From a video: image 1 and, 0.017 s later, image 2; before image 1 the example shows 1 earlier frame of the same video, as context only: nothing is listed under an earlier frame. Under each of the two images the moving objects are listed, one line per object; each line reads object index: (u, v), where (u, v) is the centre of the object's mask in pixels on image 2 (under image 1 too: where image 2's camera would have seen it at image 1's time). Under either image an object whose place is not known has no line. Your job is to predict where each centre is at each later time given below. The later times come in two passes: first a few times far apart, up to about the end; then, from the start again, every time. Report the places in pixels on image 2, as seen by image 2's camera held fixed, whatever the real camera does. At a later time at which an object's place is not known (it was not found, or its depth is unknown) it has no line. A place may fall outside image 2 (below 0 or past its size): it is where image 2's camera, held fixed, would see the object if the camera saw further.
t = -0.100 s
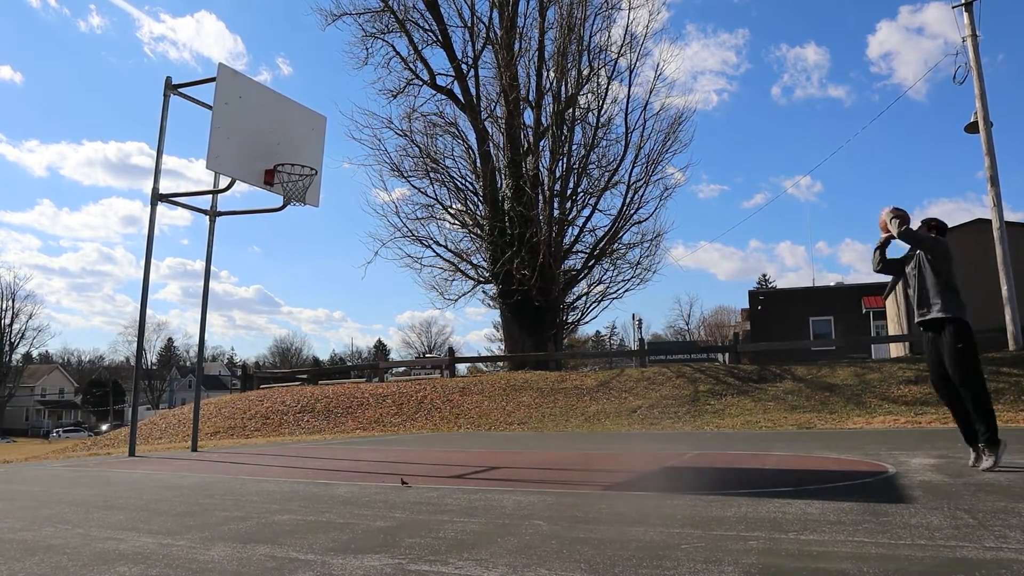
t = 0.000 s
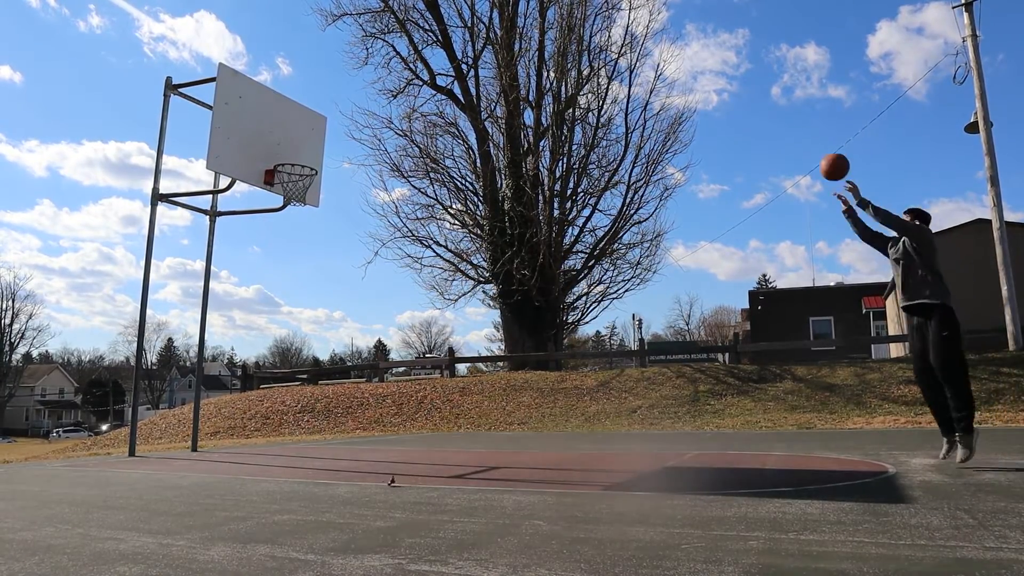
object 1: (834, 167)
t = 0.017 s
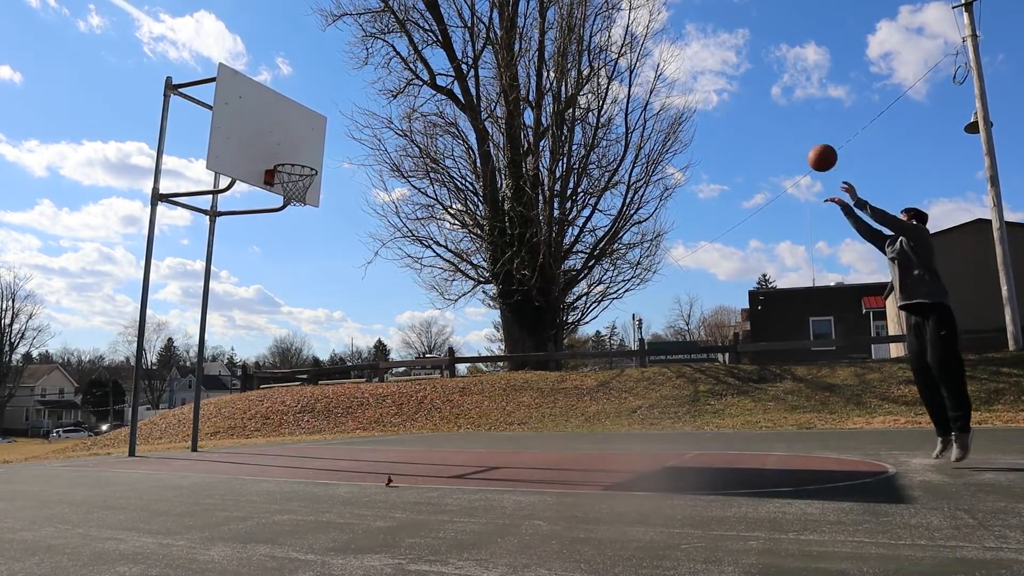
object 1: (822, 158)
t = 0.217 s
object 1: (691, 77)
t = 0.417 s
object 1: (579, 43)
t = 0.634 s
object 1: (475, 49)
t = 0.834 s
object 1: (387, 90)
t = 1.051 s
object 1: (300, 167)
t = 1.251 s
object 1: (288, 179)
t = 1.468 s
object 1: (299, 199)
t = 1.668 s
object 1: (296, 242)
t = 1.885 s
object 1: (290, 329)
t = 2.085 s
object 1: (283, 448)
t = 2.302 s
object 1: (282, 359)
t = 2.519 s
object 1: (280, 315)
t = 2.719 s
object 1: (275, 314)
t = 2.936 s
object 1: (268, 355)
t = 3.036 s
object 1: (263, 389)
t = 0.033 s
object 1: (810, 149)
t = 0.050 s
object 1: (799, 140)
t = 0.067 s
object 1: (787, 132)
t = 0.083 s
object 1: (775, 124)
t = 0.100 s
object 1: (764, 117)
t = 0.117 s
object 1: (753, 110)
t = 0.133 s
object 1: (743, 104)
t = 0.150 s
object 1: (732, 98)
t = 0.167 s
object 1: (722, 92)
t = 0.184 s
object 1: (711, 86)
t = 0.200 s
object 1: (701, 81)
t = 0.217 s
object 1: (691, 77)
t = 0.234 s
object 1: (681, 72)
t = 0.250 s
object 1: (671, 68)
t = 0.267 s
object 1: (661, 64)
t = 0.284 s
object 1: (652, 60)
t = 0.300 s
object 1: (642, 57)
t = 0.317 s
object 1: (632, 54)
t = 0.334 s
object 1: (624, 52)
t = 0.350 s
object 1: (615, 49)
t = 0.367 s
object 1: (606, 47)
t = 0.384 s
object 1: (597, 46)
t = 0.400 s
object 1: (587, 44)
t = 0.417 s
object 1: (579, 43)
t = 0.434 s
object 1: (570, 41)
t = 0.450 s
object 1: (562, 41)
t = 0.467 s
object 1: (553, 40)
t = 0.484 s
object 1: (545, 40)
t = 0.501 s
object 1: (537, 40)
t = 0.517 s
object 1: (530, 41)
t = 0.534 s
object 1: (521, 41)
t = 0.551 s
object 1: (513, 41)
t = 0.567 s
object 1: (506, 43)
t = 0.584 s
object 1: (498, 45)
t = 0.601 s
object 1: (489, 46)
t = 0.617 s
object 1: (483, 47)
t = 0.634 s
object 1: (475, 49)
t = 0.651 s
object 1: (467, 52)
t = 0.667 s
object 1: (459, 54)
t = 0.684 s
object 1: (452, 56)
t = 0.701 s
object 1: (445, 59)
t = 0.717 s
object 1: (437, 63)
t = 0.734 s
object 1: (430, 66)
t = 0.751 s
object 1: (423, 70)
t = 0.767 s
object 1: (415, 73)
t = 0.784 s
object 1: (408, 76)
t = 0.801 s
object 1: (401, 81)
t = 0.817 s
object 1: (394, 85)
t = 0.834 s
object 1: (387, 90)
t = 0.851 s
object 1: (380, 94)
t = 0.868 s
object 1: (373, 99)
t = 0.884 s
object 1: (366, 104)
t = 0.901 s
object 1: (360, 110)
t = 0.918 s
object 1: (353, 115)
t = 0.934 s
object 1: (346, 121)
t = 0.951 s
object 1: (339, 127)
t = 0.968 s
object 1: (332, 133)
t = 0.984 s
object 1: (326, 140)
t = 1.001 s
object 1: (319, 146)
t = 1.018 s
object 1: (313, 153)
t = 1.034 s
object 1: (306, 160)
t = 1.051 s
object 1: (300, 167)
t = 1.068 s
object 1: (293, 174)
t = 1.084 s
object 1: (287, 182)
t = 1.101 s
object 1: (282, 185)
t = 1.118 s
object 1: (280, 183)
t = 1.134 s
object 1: (281, 183)
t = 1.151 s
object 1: (281, 181)
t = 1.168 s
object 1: (282, 180)
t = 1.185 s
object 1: (284, 179)
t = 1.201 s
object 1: (285, 179)
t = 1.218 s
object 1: (286, 179)
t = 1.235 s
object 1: (287, 178)
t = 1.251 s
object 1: (288, 179)
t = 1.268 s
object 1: (289, 179)
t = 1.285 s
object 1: (290, 180)
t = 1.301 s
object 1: (292, 181)
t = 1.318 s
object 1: (292, 182)
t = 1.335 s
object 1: (294, 184)
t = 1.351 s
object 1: (295, 185)
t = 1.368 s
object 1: (296, 187)
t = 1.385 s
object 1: (296, 189)
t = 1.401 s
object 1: (297, 191)
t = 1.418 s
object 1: (298, 193)
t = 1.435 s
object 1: (298, 195)
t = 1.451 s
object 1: (299, 197)
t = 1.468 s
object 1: (299, 199)
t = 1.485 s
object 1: (299, 202)
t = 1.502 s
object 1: (299, 207)
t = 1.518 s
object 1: (299, 208)
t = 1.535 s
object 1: (298, 210)
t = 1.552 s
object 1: (298, 213)
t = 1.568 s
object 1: (298, 216)
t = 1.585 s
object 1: (298, 220)
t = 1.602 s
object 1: (297, 224)
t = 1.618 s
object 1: (297, 228)
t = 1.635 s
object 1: (296, 232)
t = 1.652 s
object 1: (296, 237)
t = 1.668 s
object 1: (296, 242)
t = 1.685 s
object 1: (295, 247)
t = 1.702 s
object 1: (295, 252)
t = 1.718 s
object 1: (295, 258)
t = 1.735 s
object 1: (294, 264)
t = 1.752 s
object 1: (294, 270)
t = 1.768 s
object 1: (293, 276)
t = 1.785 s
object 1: (293, 283)
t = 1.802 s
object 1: (292, 290)
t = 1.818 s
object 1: (292, 297)
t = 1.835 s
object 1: (291, 305)
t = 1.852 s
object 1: (291, 313)
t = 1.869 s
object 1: (290, 321)
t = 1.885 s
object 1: (290, 329)
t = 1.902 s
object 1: (289, 338)
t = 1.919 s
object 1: (289, 347)
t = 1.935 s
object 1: (288, 357)
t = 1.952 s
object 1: (287, 365)
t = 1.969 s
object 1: (286, 376)
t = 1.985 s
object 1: (286, 386)
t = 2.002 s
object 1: (285, 397)
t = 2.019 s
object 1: (285, 408)
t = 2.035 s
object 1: (284, 419)
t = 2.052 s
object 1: (284, 431)
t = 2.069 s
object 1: (283, 443)
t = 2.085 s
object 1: (283, 448)
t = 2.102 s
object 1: (283, 440)
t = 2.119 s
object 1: (283, 431)
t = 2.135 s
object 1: (283, 424)
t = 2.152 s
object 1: (283, 416)
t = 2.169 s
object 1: (283, 408)
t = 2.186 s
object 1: (283, 401)
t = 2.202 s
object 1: (283, 395)
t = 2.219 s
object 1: (283, 388)
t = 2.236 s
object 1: (283, 382)
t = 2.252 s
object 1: (282, 376)
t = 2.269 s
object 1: (282, 370)
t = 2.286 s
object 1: (282, 366)
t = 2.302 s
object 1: (282, 359)
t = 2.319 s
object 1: (283, 354)
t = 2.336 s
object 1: (283, 350)
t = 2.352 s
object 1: (282, 345)
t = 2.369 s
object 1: (282, 341)
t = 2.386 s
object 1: (282, 337)
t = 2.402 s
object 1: (281, 333)
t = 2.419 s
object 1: (281, 330)
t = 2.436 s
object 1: (281, 327)
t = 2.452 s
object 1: (281, 324)
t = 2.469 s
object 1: (281, 321)
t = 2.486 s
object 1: (280, 319)
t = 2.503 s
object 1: (280, 317)
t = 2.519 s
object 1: (280, 315)
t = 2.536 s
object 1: (279, 314)
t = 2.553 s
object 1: (279, 312)
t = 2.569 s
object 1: (279, 311)
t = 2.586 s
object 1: (278, 310)
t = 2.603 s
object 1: (278, 310)
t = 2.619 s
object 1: (278, 310)
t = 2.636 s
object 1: (277, 310)
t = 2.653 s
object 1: (277, 310)
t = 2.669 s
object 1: (276, 310)
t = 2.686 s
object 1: (276, 311)
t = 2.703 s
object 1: (276, 312)
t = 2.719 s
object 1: (275, 314)
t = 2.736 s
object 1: (275, 315)
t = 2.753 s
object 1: (274, 317)
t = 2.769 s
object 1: (274, 319)
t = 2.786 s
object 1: (273, 321)
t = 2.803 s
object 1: (272, 324)
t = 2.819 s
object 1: (272, 327)
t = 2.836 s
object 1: (271, 330)
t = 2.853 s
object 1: (271, 334)
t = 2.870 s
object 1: (270, 337)
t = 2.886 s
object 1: (269, 341)
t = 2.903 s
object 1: (269, 346)
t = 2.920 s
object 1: (268, 350)
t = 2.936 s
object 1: (268, 355)
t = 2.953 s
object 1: (267, 360)
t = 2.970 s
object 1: (266, 365)
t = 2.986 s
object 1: (265, 369)
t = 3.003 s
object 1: (264, 377)
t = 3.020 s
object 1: (263, 383)
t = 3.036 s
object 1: (263, 389)
